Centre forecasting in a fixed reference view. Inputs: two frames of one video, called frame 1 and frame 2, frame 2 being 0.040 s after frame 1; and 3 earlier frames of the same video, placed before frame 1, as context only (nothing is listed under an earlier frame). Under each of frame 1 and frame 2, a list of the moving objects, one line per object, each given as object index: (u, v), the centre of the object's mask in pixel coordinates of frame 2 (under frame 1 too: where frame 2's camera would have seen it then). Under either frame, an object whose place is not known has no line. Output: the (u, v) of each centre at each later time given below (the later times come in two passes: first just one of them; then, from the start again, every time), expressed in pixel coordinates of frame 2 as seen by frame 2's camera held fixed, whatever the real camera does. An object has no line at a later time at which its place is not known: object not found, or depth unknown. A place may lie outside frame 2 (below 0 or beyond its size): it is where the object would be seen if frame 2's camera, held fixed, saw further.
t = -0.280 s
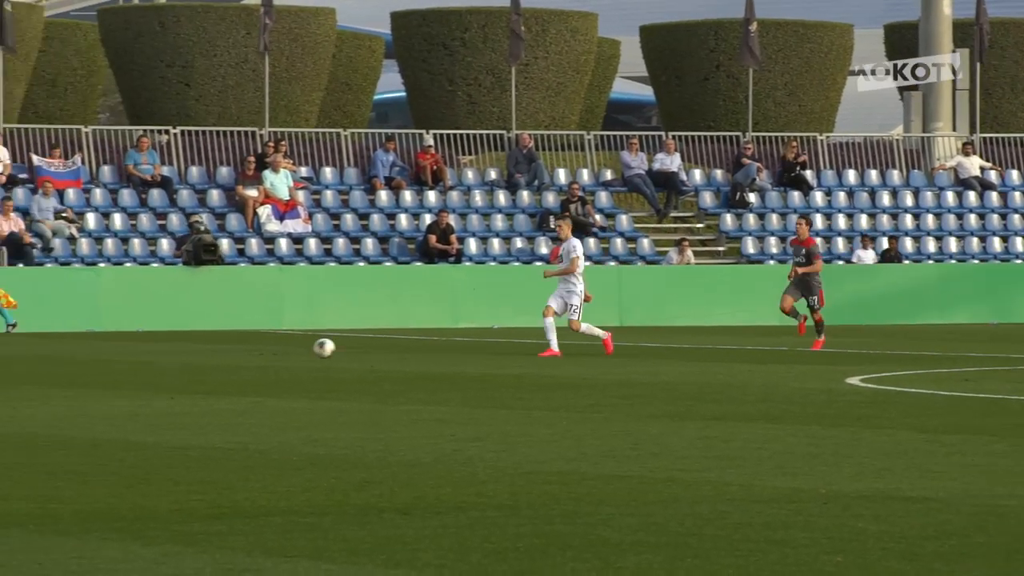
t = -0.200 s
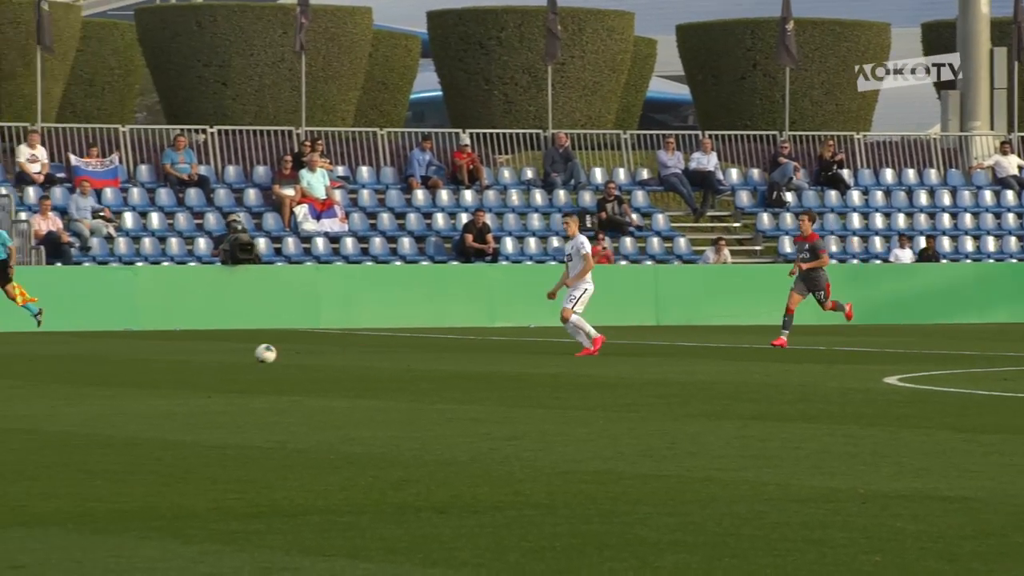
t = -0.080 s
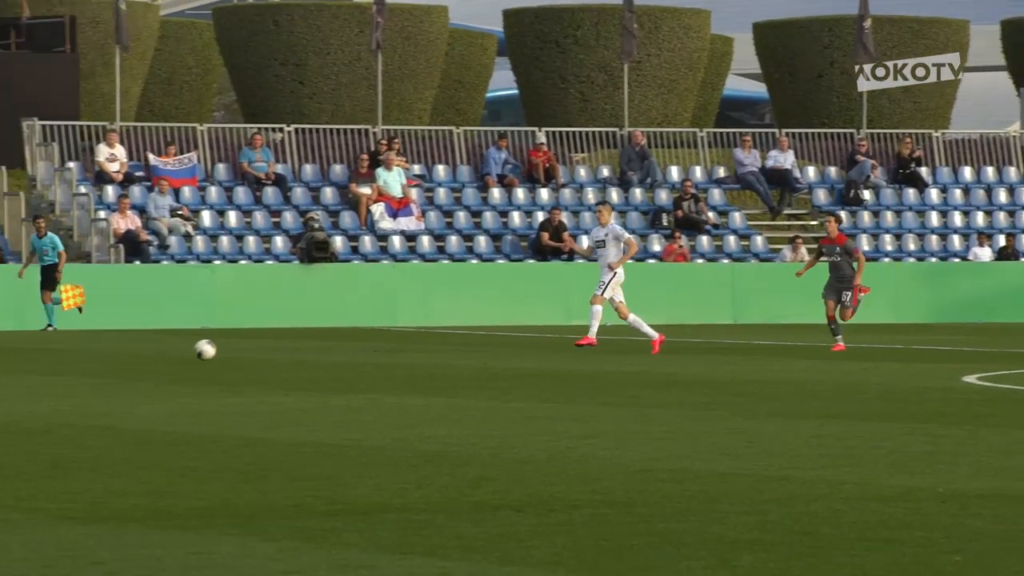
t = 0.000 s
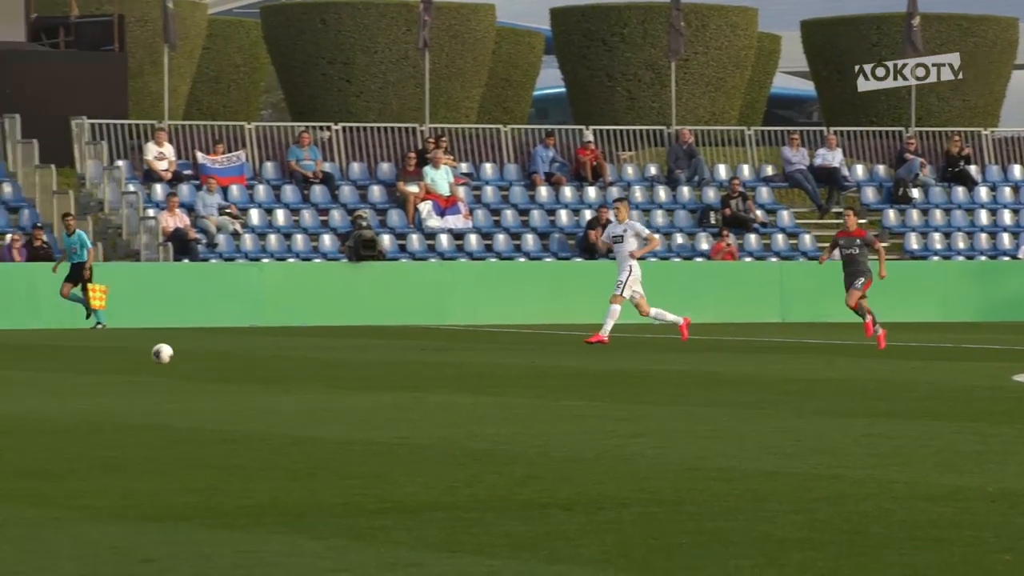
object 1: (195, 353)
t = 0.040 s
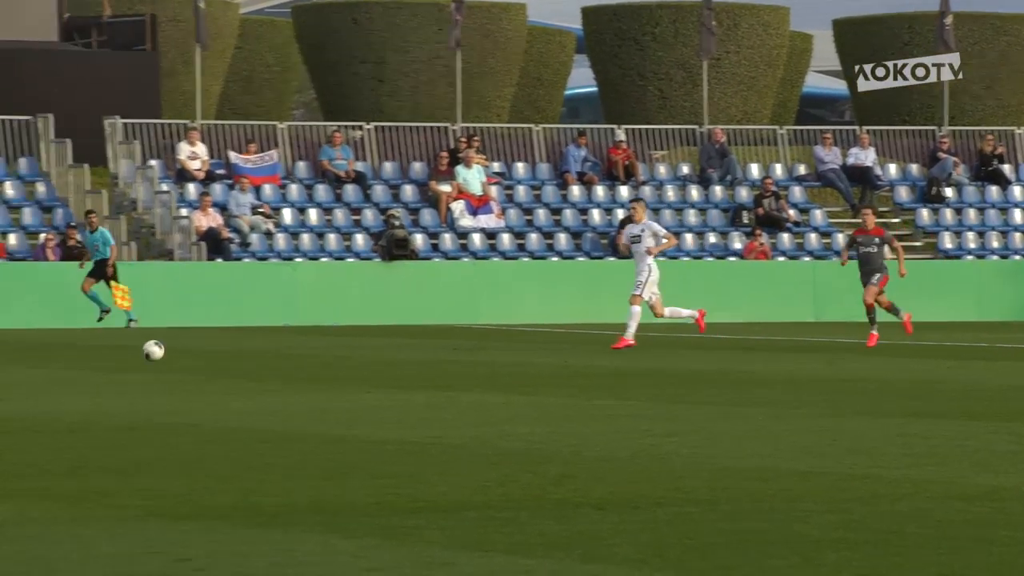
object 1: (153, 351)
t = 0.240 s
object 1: (-62, 357)
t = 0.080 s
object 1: (111, 350)
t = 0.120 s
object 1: (67, 351)
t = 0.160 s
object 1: (23, 355)
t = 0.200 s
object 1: (-20, 358)
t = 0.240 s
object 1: (-62, 357)
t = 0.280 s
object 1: (-104, 357)
